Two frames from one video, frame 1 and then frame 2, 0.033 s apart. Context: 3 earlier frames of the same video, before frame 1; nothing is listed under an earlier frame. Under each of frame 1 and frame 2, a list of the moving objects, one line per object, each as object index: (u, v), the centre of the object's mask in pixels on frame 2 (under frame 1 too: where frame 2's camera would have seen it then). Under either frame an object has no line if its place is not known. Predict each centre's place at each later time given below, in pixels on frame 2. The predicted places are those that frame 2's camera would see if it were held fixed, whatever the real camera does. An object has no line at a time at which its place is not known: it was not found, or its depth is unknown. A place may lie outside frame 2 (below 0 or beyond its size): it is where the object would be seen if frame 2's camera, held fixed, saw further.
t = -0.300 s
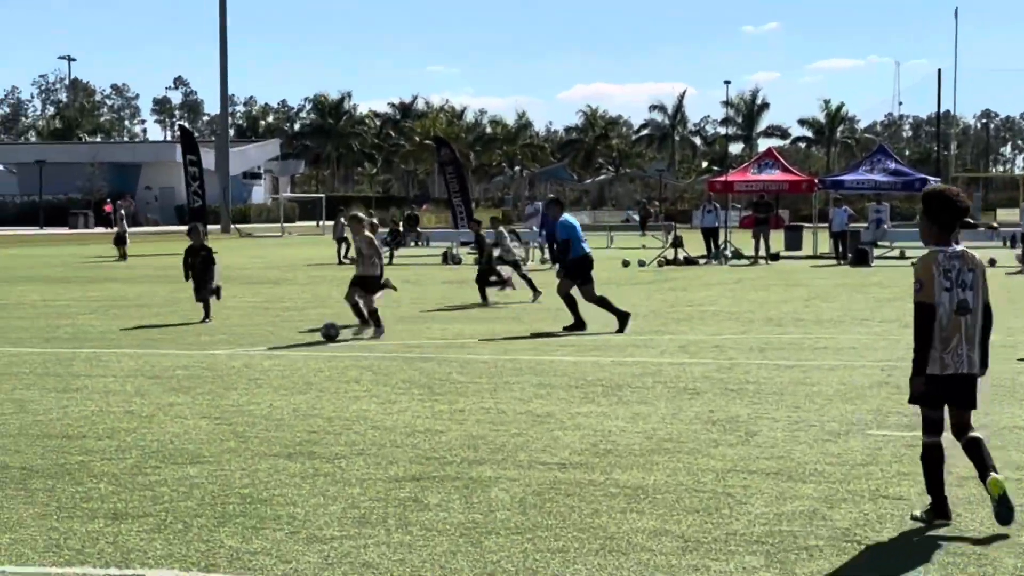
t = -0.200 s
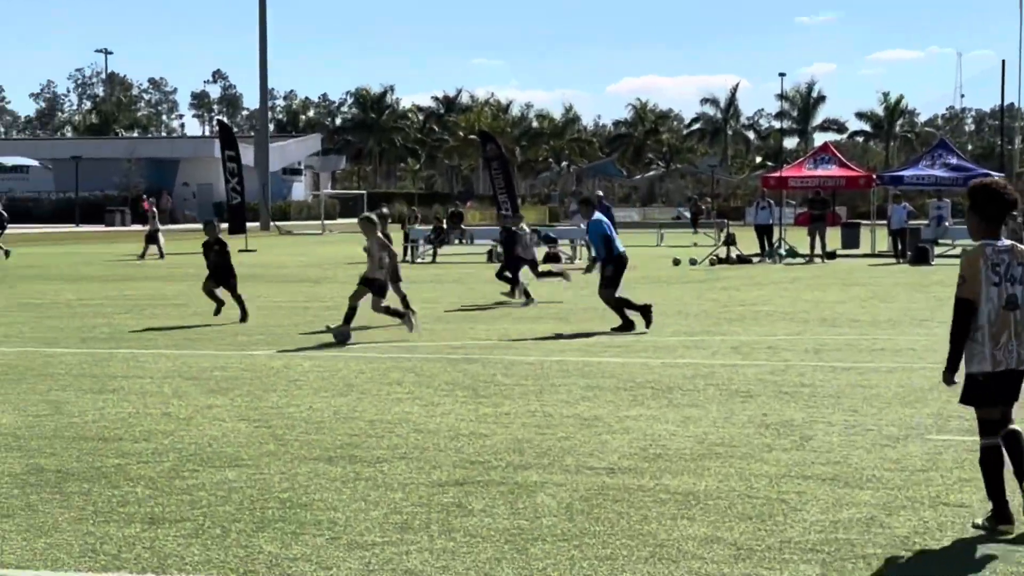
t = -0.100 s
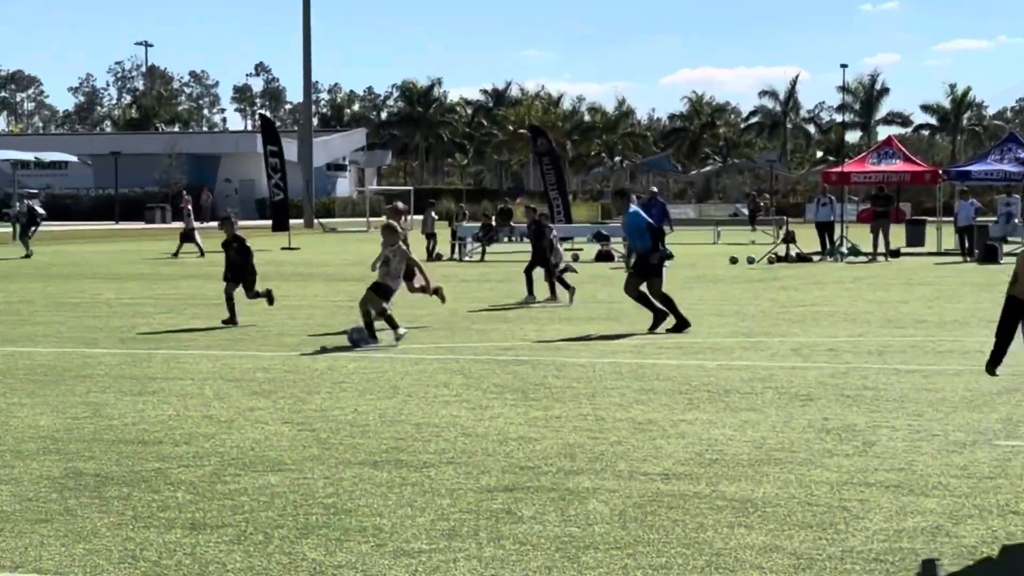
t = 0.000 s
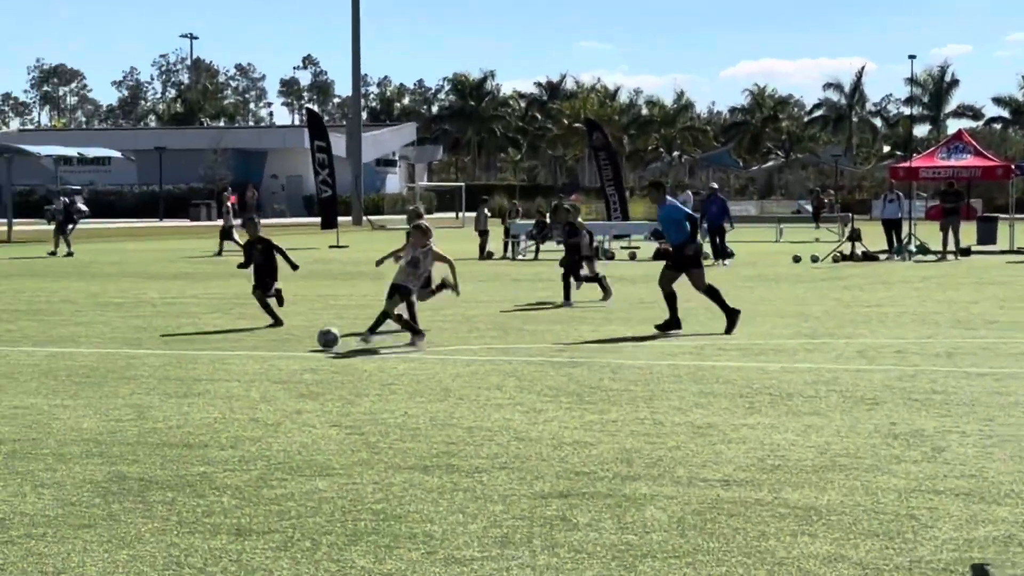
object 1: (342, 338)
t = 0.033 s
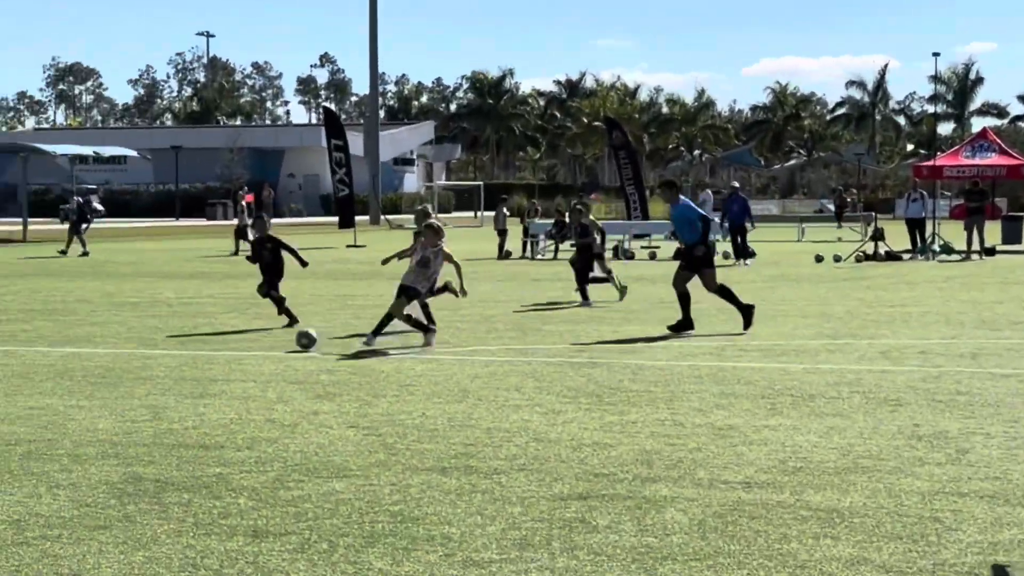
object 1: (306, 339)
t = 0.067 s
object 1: (269, 340)
